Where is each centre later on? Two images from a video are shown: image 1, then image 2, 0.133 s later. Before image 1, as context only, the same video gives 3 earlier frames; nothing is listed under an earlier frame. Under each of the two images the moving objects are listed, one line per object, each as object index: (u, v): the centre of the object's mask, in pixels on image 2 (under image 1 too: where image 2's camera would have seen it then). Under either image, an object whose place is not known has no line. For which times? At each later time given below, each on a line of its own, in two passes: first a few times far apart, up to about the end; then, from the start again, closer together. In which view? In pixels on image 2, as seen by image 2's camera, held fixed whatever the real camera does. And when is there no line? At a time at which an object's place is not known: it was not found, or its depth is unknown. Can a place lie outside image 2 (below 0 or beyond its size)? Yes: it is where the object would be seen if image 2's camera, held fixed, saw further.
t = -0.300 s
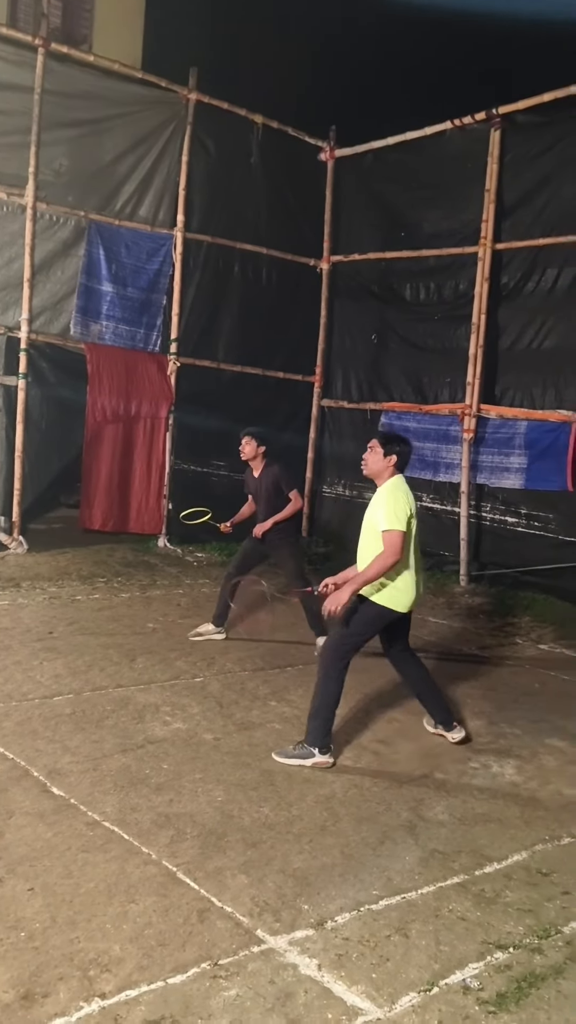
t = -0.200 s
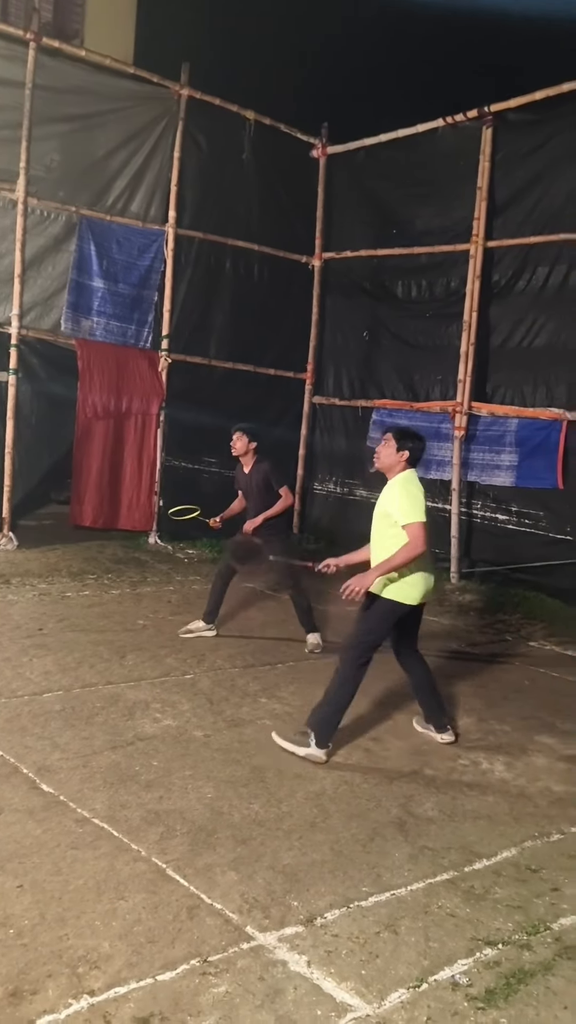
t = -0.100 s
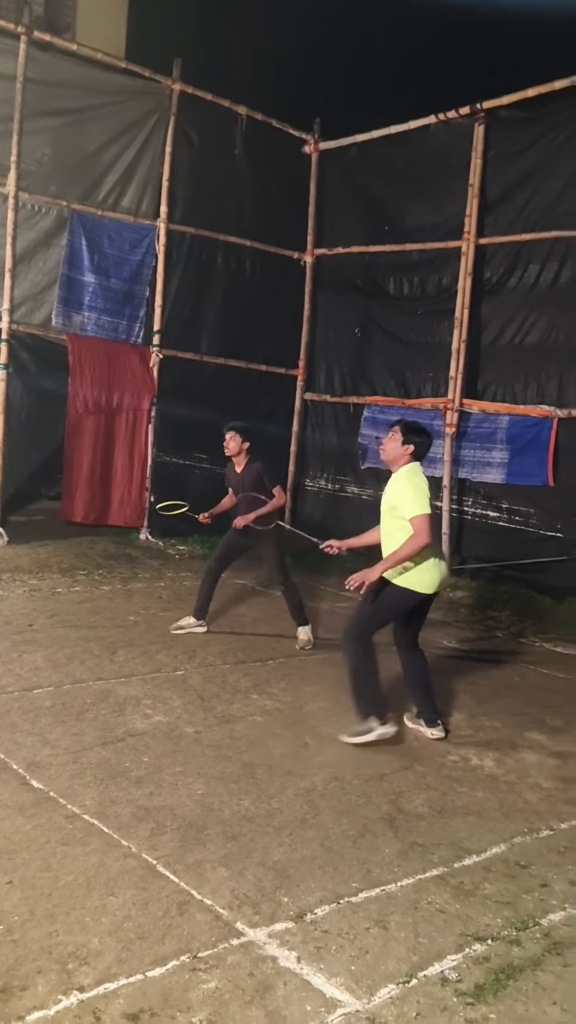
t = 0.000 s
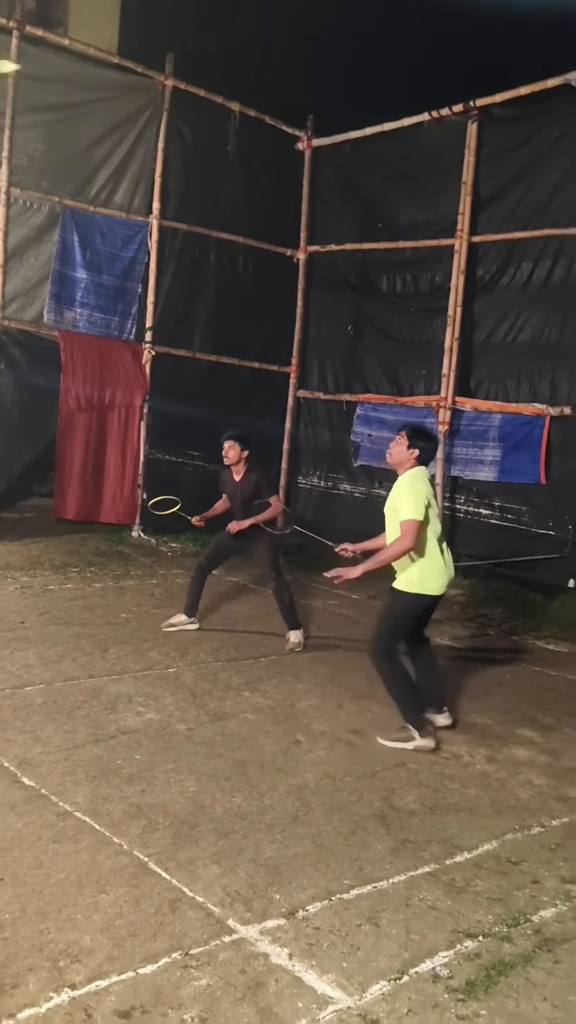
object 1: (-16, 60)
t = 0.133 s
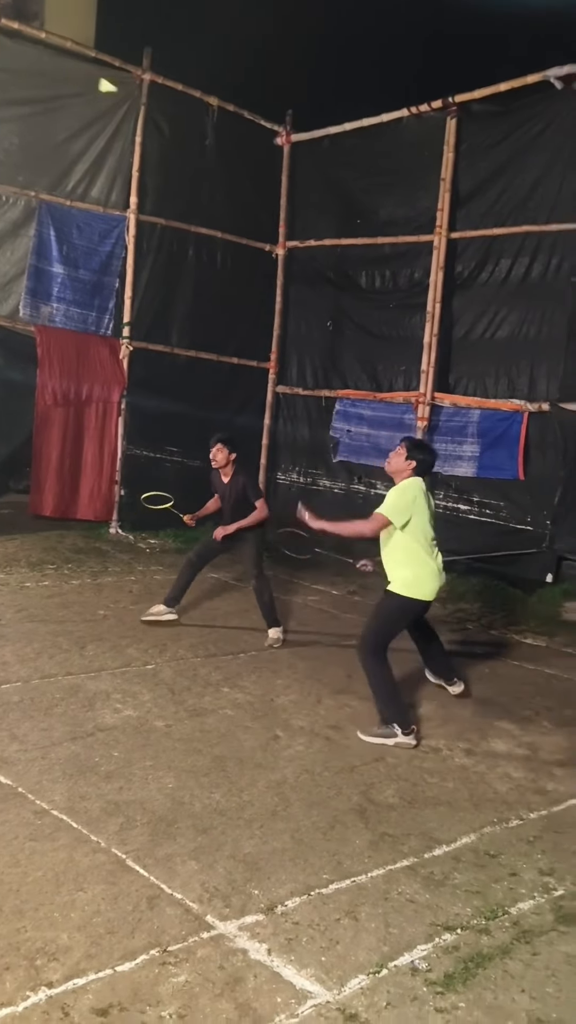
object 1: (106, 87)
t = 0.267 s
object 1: (201, 136)
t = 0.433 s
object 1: (292, 223)
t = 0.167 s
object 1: (132, 97)
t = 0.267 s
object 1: (201, 136)
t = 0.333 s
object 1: (241, 168)
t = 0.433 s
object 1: (292, 223)
